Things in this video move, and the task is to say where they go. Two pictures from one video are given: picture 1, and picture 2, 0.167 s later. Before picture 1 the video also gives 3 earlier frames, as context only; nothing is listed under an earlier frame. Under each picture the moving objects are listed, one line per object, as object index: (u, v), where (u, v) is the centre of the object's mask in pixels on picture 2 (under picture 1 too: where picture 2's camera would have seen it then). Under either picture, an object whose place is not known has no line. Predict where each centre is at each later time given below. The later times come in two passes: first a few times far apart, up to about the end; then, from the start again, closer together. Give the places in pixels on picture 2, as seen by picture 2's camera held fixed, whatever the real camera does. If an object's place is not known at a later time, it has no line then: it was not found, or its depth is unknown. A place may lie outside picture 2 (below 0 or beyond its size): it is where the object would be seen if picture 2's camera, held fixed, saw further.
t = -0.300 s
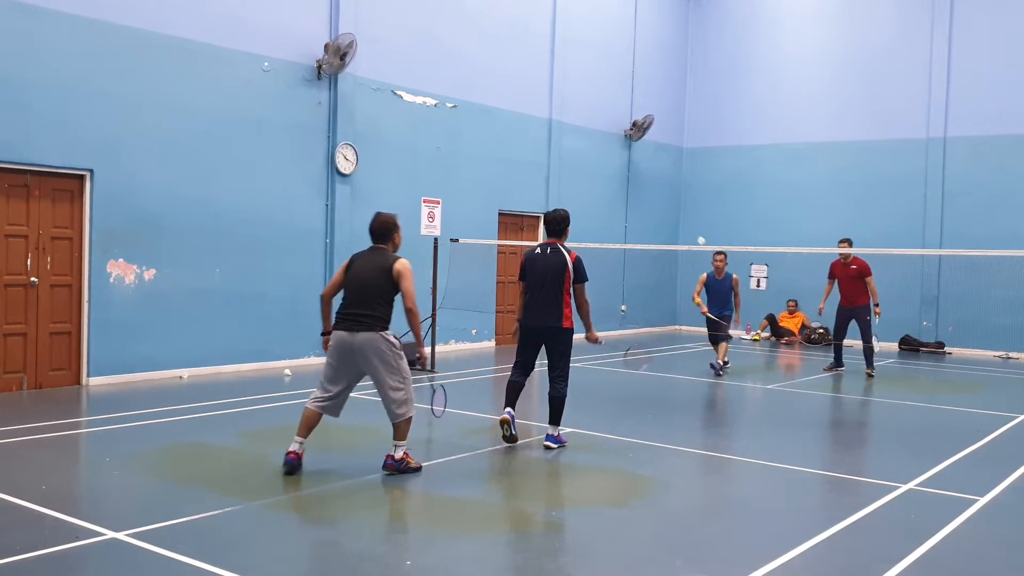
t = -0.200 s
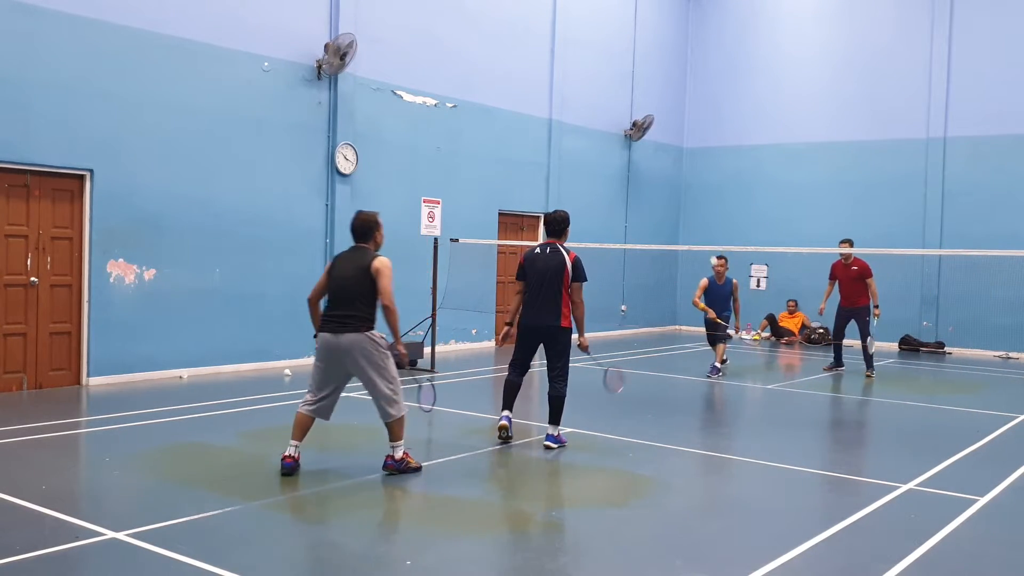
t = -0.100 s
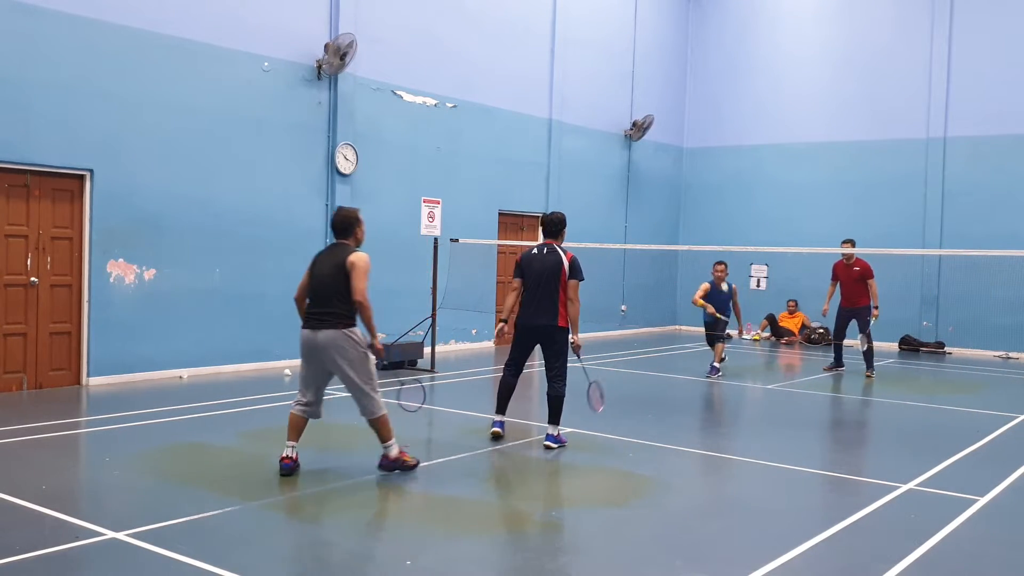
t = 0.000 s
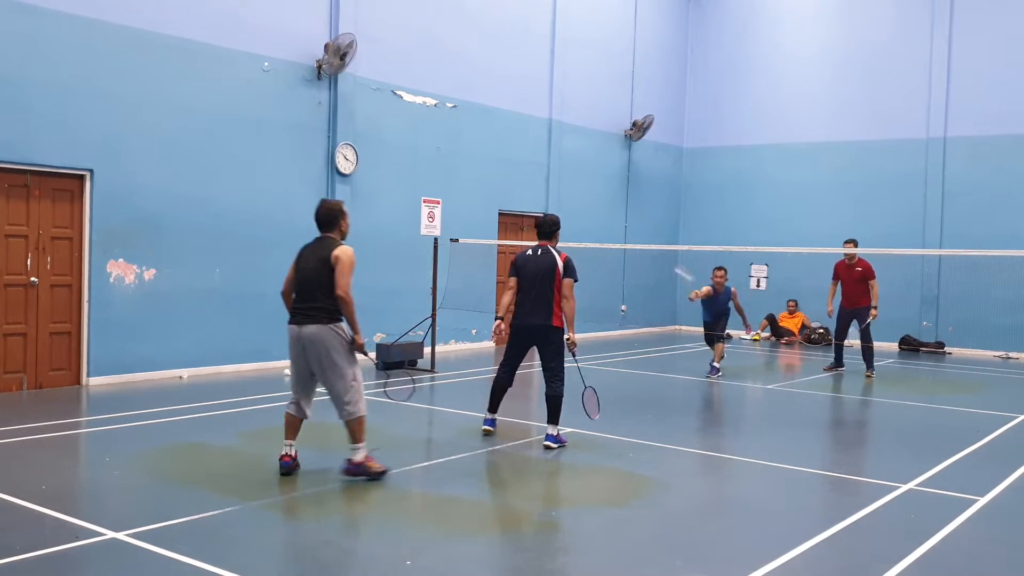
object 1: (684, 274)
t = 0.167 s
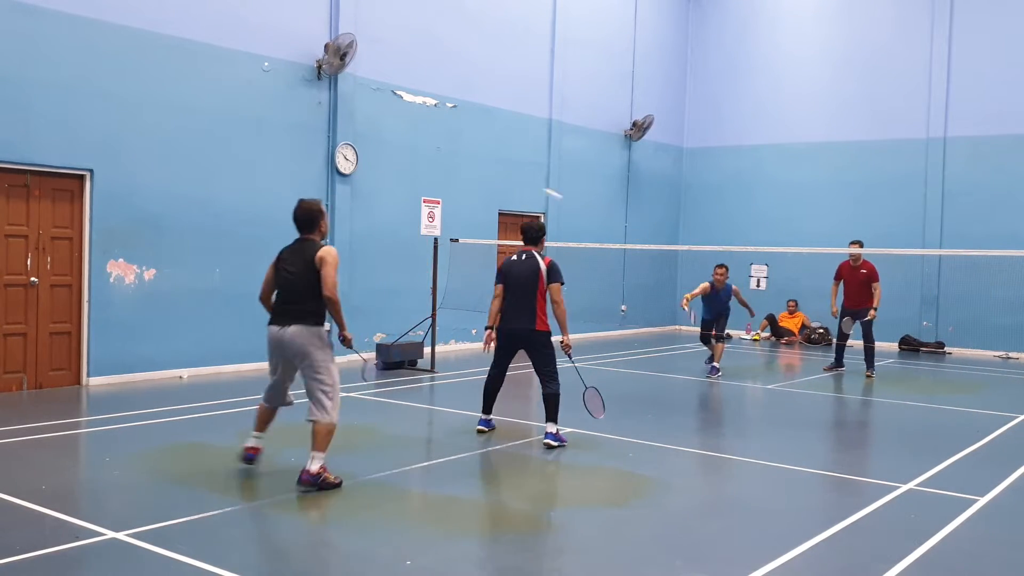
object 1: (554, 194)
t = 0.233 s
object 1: (504, 173)
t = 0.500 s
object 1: (324, 139)
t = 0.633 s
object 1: (239, 155)
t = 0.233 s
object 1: (504, 173)
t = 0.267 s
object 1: (481, 164)
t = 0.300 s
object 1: (461, 157)
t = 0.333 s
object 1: (436, 151)
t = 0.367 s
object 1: (413, 146)
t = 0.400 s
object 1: (391, 142)
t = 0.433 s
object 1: (368, 140)
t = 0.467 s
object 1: (344, 139)
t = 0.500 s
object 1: (324, 139)
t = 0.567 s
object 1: (282, 144)
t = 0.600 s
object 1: (260, 149)
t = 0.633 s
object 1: (239, 155)
